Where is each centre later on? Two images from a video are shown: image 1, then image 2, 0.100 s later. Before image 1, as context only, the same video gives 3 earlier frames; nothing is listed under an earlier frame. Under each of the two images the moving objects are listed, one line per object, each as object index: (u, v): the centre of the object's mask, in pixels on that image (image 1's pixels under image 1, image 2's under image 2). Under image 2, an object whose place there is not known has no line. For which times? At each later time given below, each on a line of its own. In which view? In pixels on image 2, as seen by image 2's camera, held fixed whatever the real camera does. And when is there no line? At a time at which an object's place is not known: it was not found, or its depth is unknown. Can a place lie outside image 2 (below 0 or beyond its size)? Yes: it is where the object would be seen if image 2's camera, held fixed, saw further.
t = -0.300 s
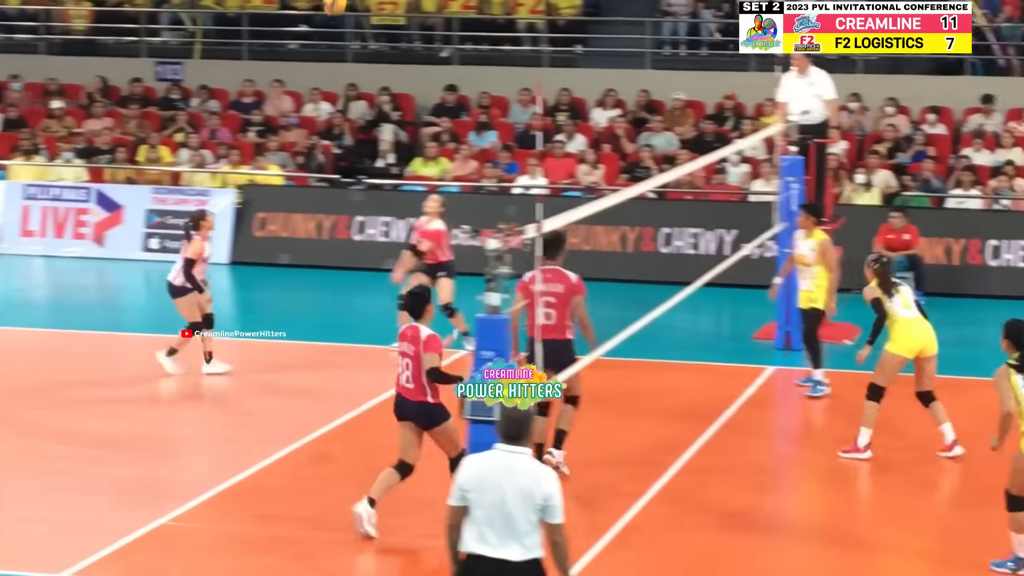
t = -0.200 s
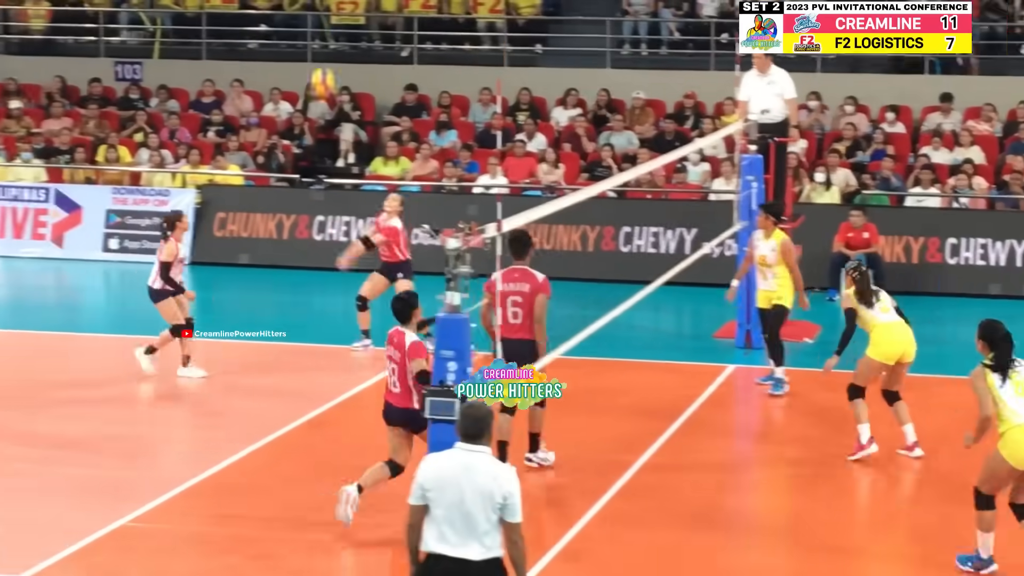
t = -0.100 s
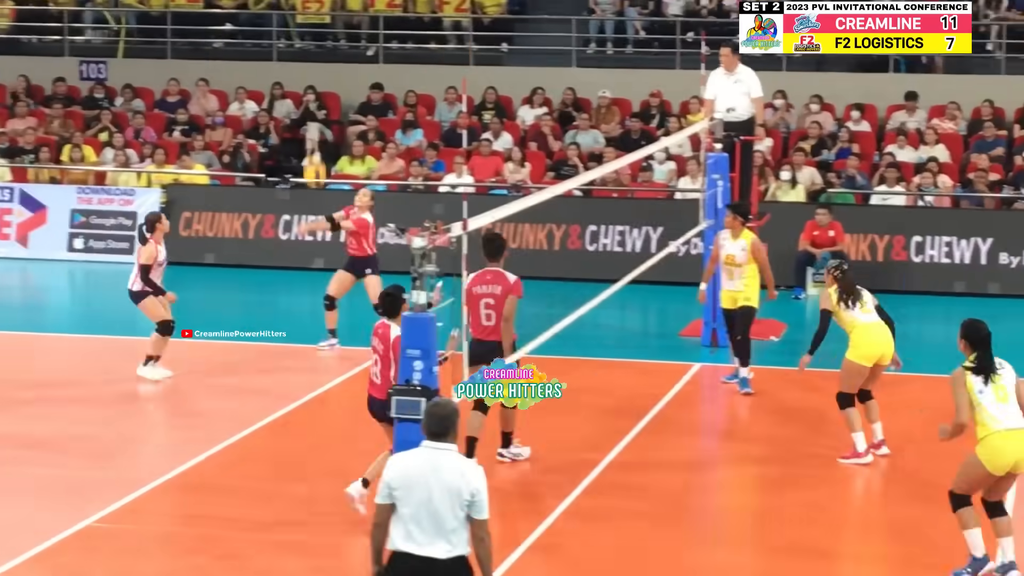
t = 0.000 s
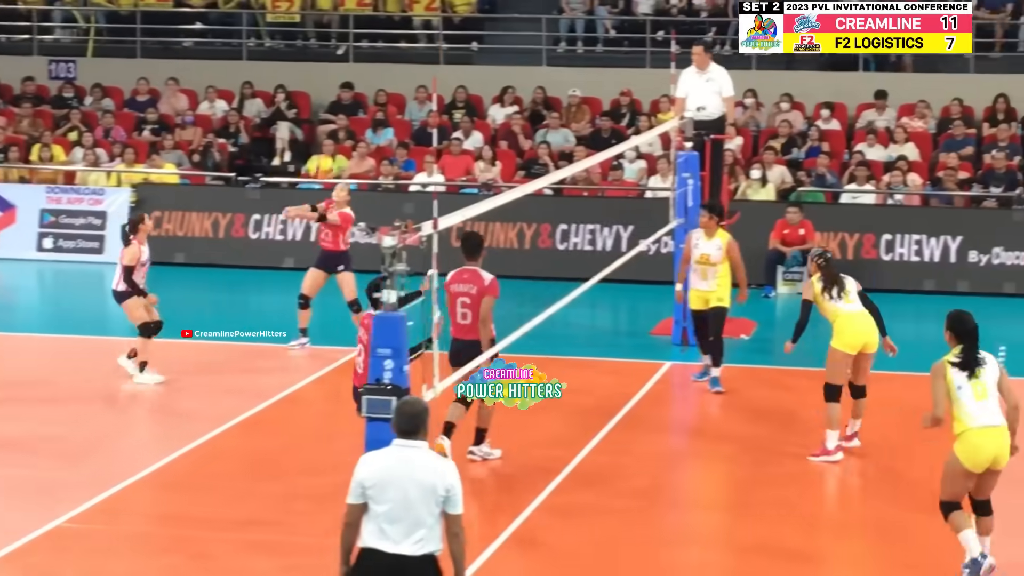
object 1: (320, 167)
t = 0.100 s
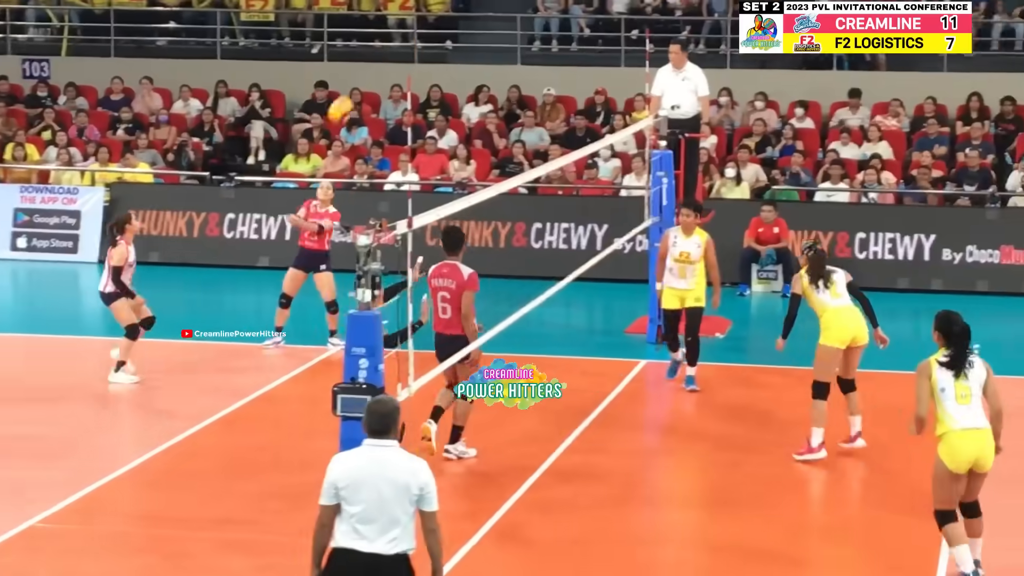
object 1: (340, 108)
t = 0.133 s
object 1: (355, 92)
